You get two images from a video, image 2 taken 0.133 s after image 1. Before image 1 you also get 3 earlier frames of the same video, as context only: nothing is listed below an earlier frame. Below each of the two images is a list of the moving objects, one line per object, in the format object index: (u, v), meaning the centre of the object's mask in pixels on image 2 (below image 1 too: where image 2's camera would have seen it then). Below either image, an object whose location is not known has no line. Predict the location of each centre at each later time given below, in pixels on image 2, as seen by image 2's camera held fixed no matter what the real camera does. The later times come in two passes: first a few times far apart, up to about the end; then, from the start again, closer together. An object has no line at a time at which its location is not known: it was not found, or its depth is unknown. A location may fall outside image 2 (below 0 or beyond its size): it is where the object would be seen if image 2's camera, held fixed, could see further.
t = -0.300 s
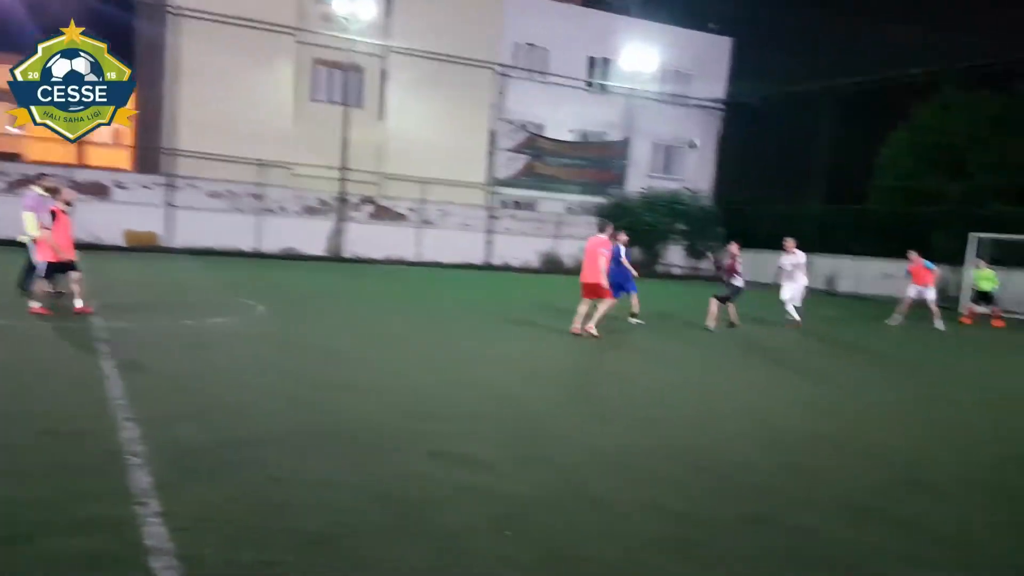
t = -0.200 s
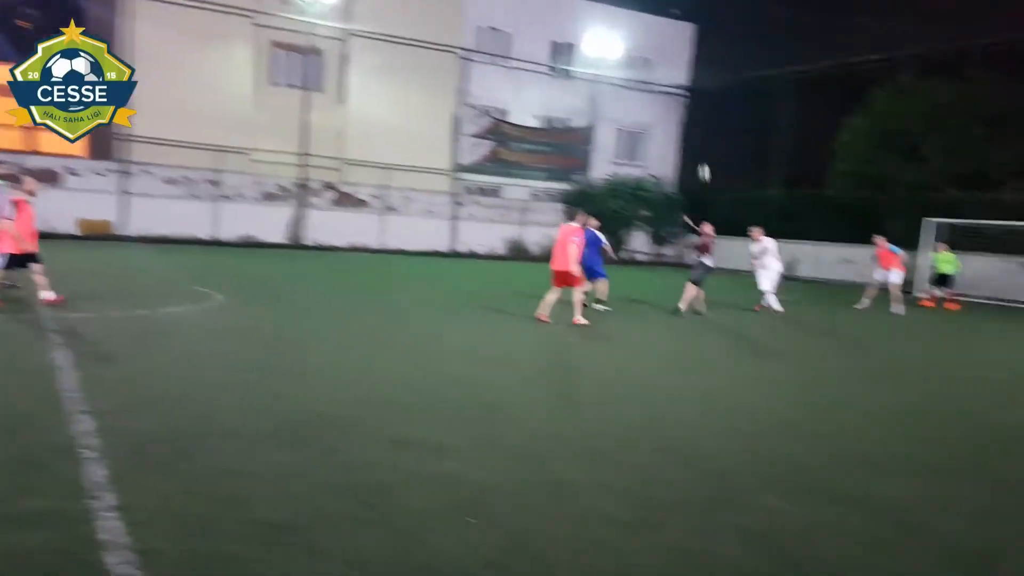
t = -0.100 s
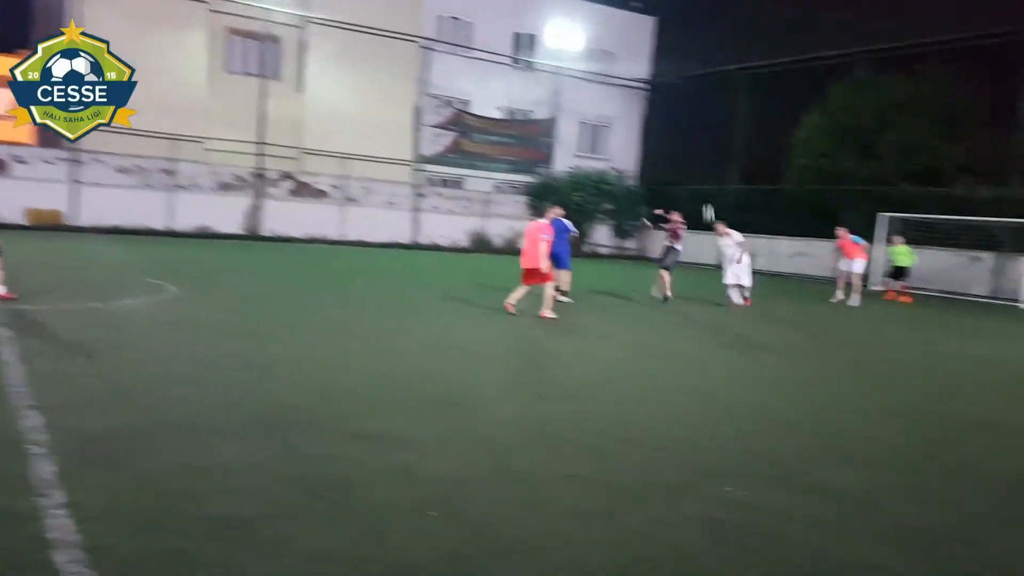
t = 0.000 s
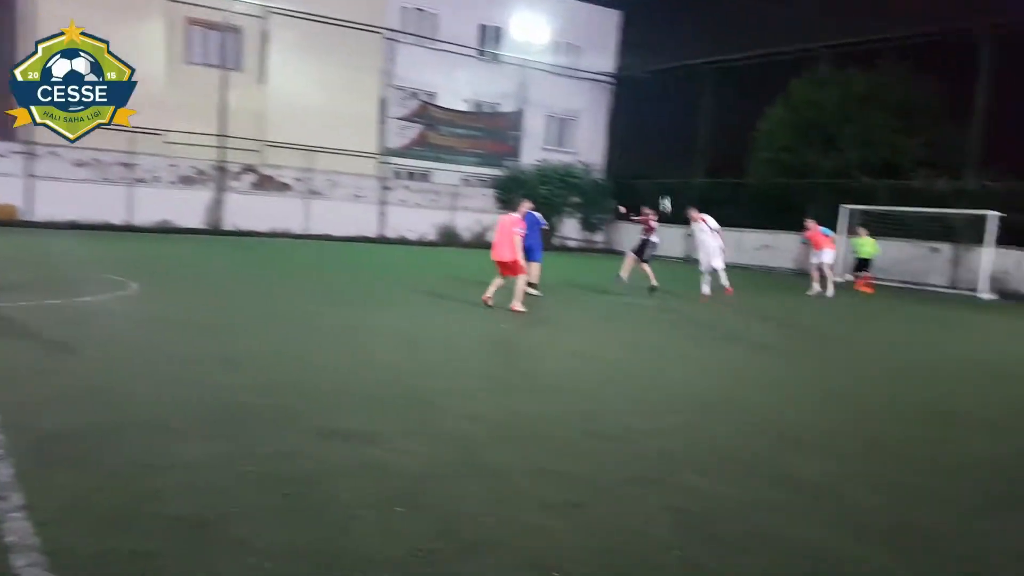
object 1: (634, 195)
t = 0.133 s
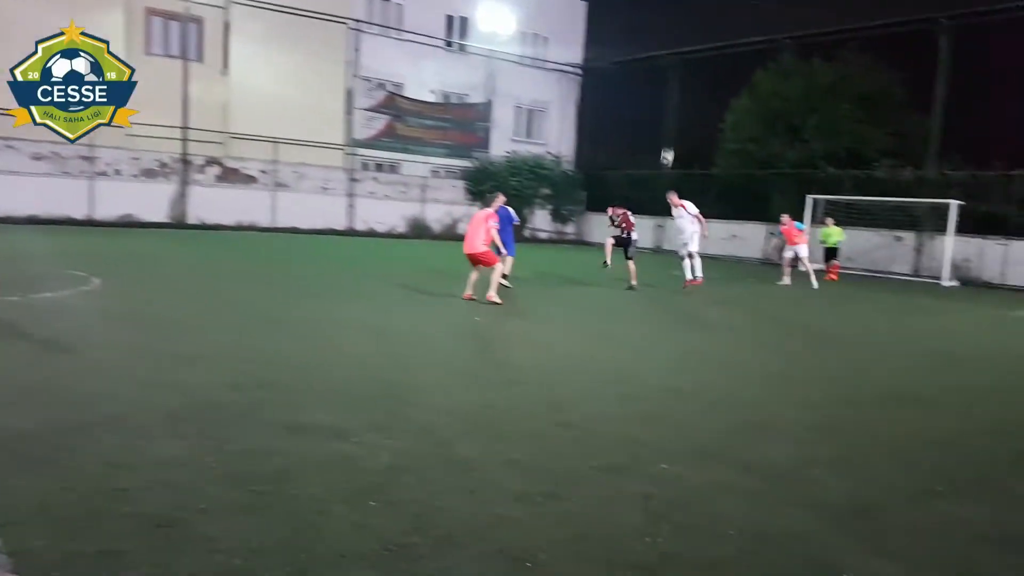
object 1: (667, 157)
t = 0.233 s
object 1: (693, 132)
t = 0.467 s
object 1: (757, 92)
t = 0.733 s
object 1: (836, 90)
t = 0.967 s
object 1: (911, 140)
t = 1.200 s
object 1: (988, 253)
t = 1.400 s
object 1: (1051, 369)
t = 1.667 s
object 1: (1135, 264)
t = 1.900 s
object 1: (1210, 226)
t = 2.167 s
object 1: (1302, 269)
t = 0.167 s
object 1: (676, 148)
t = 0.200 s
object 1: (684, 140)
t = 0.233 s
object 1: (693, 132)
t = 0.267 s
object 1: (701, 125)
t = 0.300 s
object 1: (710, 118)
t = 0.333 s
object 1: (719, 112)
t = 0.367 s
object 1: (728, 106)
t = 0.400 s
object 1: (738, 101)
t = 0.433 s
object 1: (748, 96)
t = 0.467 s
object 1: (757, 92)
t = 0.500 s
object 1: (767, 89)
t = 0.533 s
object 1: (776, 87)
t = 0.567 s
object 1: (786, 85)
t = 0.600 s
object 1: (796, 84)
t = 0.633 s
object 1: (806, 85)
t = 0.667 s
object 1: (816, 86)
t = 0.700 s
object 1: (826, 87)
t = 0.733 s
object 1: (836, 90)
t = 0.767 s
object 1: (847, 94)
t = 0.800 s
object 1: (857, 98)
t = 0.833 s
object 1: (868, 105)
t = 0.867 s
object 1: (879, 111)
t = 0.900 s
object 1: (890, 120)
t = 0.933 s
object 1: (900, 129)
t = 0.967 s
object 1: (911, 140)
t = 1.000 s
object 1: (922, 152)
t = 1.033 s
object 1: (932, 165)
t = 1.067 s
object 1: (944, 180)
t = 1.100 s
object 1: (955, 195)
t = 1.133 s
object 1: (965, 213)
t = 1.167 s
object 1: (976, 231)
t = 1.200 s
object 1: (988, 253)
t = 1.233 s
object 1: (997, 276)
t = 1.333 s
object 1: (1031, 357)
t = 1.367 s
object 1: (1040, 379)
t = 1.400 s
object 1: (1051, 369)
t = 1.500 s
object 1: (1083, 324)
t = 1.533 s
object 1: (1093, 308)
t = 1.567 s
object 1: (1107, 296)
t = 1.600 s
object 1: (1118, 286)
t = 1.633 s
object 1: (1126, 278)
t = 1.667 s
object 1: (1135, 264)
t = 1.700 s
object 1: (1147, 255)
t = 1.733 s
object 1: (1158, 248)
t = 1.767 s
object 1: (1168, 241)
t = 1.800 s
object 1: (1178, 234)
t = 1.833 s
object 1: (1189, 231)
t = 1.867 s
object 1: (1200, 229)
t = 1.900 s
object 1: (1210, 226)
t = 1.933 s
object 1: (1221, 226)
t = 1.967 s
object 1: (1233, 228)
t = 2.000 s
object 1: (1245, 232)
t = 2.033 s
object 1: (1256, 236)
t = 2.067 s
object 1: (1268, 242)
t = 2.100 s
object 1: (1280, 248)
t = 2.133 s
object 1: (1290, 257)
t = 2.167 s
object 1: (1302, 269)
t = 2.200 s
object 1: (1313, 283)
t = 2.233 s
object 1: (1326, 300)
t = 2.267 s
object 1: (1342, 313)
